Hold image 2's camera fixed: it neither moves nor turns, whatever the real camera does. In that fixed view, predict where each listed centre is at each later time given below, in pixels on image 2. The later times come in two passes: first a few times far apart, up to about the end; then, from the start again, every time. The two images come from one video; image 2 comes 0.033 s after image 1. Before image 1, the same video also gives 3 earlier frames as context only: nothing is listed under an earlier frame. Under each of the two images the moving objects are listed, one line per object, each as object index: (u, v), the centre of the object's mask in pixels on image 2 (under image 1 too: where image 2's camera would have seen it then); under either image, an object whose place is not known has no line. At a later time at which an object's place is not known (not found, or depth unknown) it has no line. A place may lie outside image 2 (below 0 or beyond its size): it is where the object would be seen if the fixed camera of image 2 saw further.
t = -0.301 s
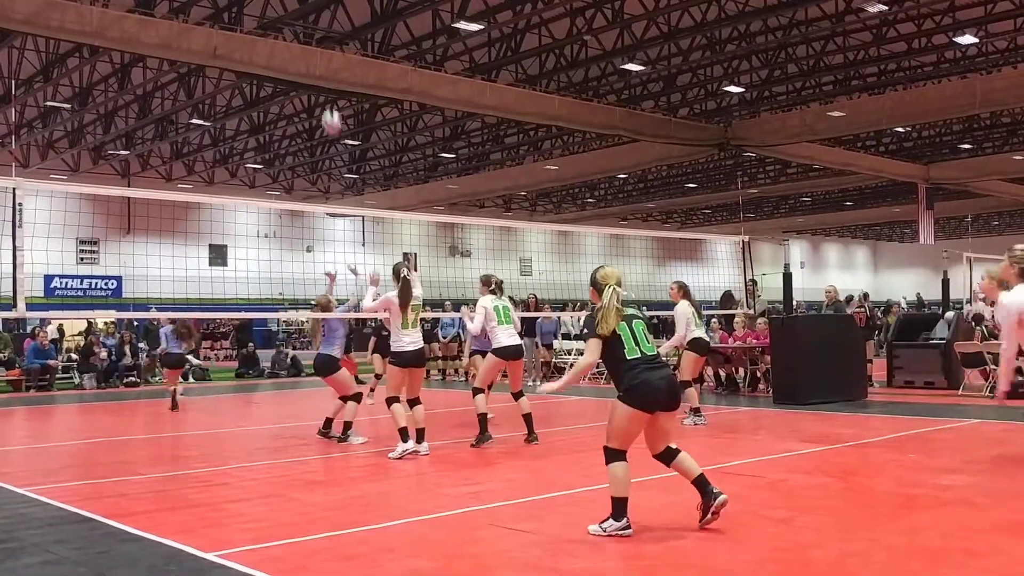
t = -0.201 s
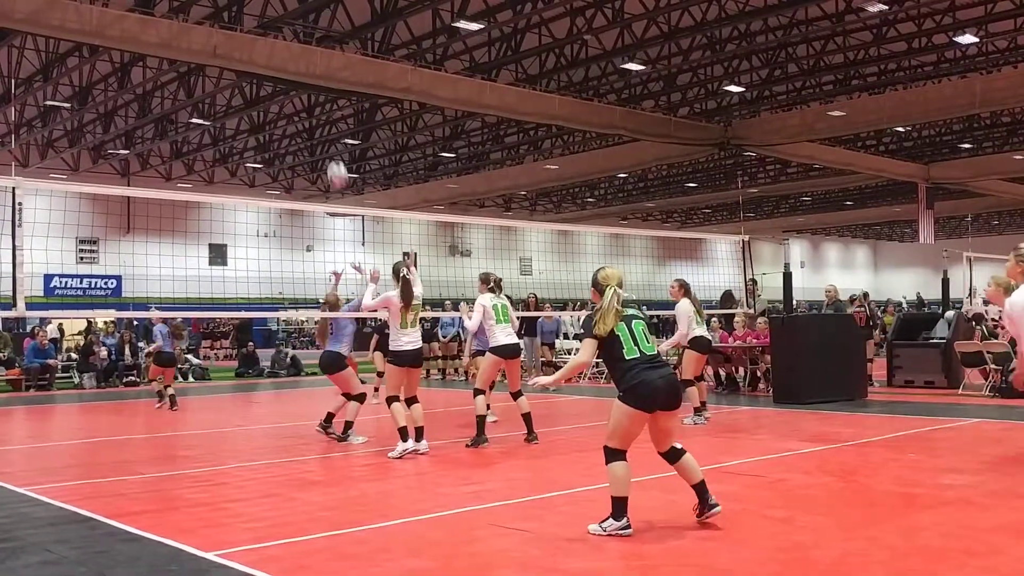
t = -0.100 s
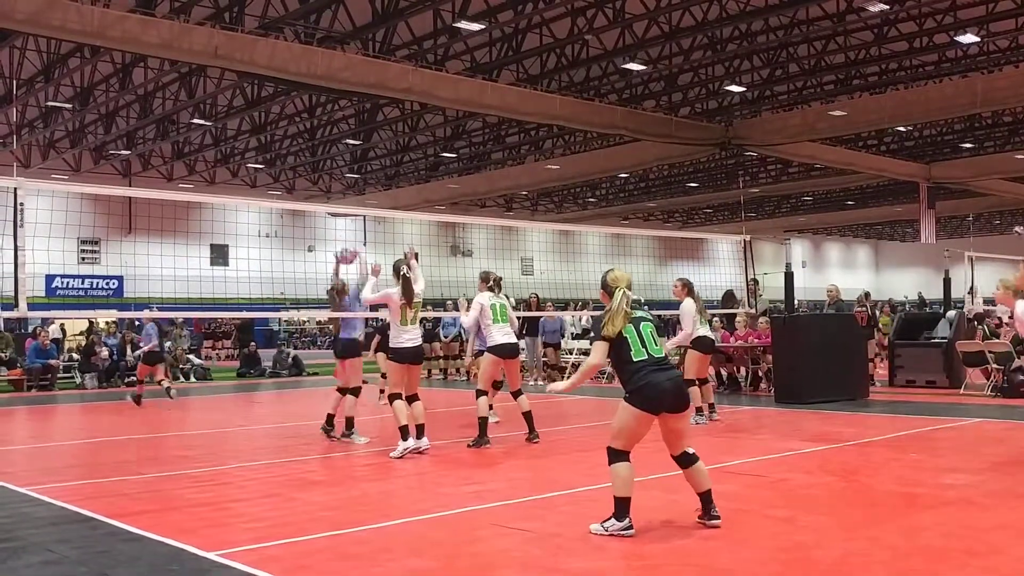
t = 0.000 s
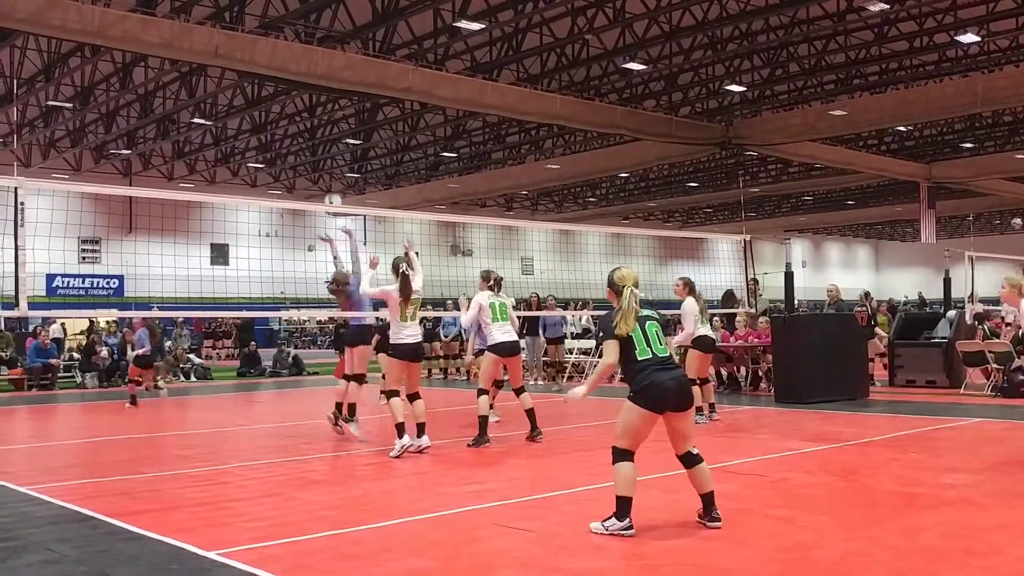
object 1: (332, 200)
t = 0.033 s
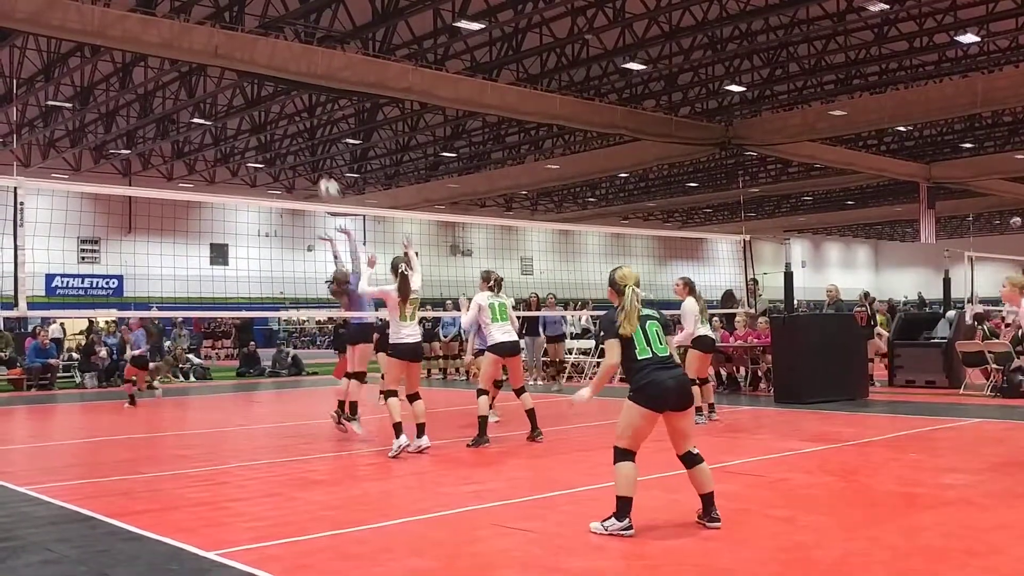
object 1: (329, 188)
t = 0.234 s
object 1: (304, 118)
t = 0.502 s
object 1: (270, 78)
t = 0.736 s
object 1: (241, 103)
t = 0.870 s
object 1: (225, 141)
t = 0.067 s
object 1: (324, 174)
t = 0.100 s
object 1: (320, 162)
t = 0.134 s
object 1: (316, 148)
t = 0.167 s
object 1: (311, 137)
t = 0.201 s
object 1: (307, 127)
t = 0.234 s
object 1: (304, 118)
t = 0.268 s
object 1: (299, 109)
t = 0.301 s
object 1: (295, 102)
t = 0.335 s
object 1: (291, 96)
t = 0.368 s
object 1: (287, 90)
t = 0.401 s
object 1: (283, 85)
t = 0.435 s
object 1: (279, 83)
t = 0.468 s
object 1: (275, 81)
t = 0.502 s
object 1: (270, 78)
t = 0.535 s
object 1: (266, 79)
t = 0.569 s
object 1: (262, 78)
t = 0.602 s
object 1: (258, 83)
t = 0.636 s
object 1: (254, 84)
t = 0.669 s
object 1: (249, 89)
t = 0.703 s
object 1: (246, 96)
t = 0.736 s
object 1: (241, 103)
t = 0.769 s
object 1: (237, 110)
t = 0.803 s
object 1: (233, 118)
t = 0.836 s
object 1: (228, 127)
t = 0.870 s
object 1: (225, 141)
